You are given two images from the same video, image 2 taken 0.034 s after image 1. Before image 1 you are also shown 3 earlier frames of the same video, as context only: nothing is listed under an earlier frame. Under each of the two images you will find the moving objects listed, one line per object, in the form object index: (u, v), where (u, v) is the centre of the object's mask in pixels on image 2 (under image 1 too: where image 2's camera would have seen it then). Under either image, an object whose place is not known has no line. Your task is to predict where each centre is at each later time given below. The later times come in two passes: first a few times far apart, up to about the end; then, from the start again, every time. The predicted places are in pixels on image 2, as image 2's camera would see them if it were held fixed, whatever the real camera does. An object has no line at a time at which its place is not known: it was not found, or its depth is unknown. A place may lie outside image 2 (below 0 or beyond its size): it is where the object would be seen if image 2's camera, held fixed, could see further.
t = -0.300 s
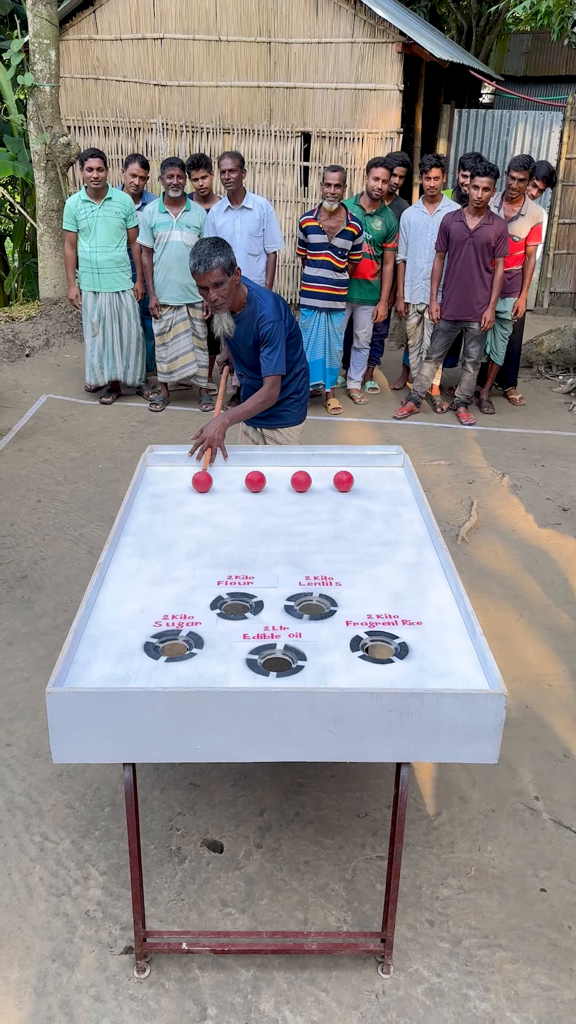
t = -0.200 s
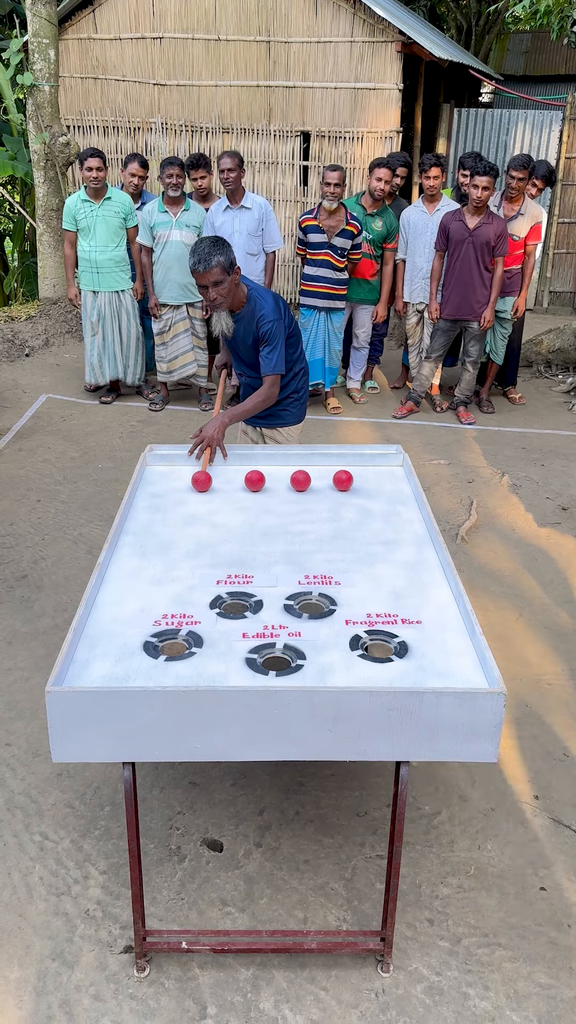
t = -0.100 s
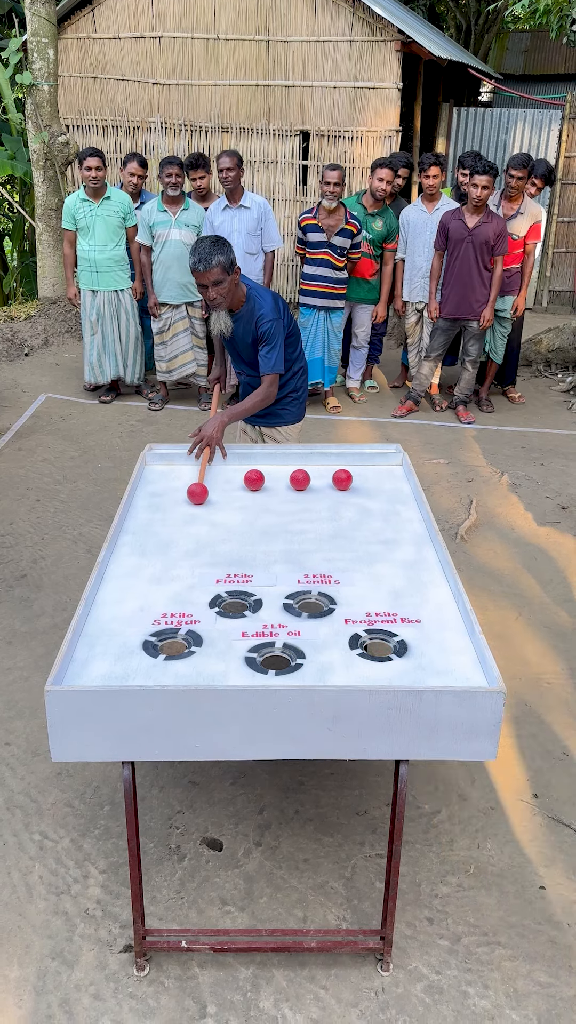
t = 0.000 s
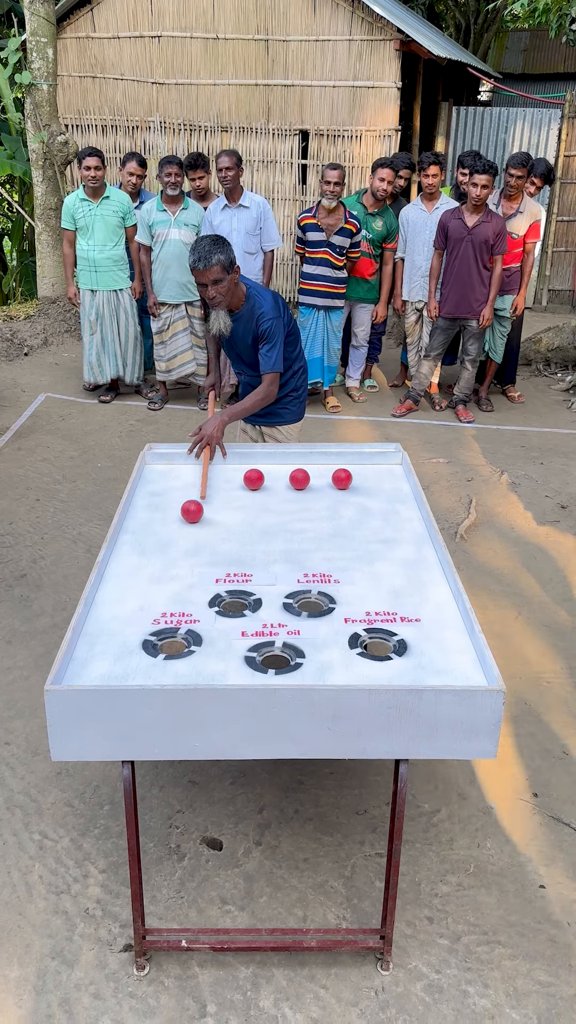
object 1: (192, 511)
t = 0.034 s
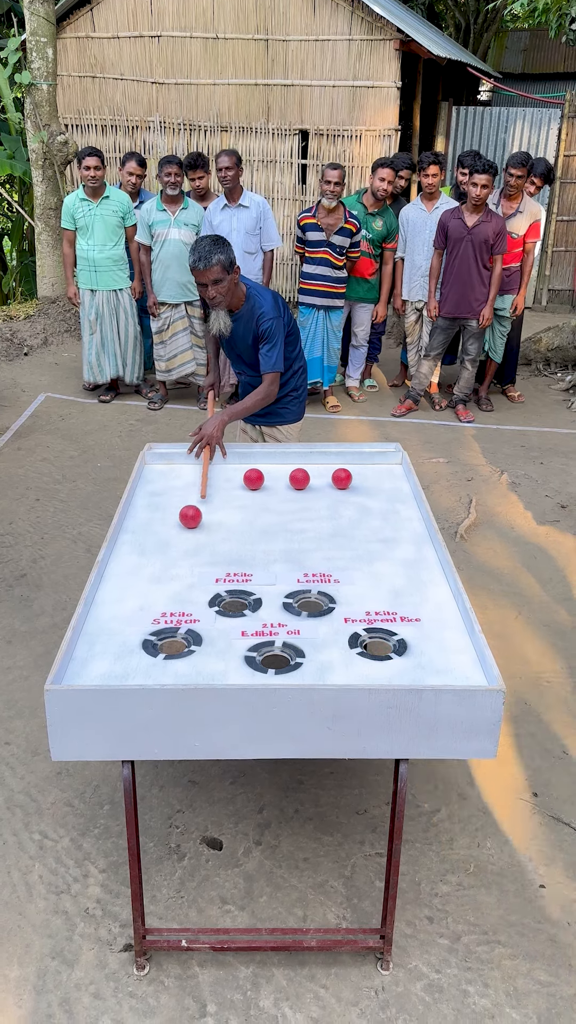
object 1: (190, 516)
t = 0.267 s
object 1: (177, 558)
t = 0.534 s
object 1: (157, 612)
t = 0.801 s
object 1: (129, 673)
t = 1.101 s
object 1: (118, 643)
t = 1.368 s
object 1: (108, 618)
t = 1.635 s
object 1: (105, 595)
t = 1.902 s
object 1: (115, 574)
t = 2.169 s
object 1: (124, 554)
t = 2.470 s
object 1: (133, 533)
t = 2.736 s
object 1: (139, 514)
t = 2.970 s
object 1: (141, 499)
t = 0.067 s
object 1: (189, 522)
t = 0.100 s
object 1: (187, 528)
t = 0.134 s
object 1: (185, 533)
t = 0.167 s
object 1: (183, 539)
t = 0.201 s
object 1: (182, 545)
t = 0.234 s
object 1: (179, 551)
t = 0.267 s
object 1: (177, 558)
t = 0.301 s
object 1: (175, 564)
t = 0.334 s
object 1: (173, 571)
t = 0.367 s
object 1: (171, 577)
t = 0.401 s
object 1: (168, 584)
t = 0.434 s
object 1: (166, 591)
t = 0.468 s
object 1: (163, 598)
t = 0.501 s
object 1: (160, 605)
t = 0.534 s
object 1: (157, 612)
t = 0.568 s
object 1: (154, 620)
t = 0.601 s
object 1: (151, 627)
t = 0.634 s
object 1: (148, 635)
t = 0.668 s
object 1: (144, 644)
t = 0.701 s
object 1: (141, 652)
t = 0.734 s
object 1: (137, 660)
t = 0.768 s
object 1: (133, 668)
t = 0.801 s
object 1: (129, 673)
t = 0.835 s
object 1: (127, 671)
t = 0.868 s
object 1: (127, 668)
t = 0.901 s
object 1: (126, 663)
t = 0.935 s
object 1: (125, 659)
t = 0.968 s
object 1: (123, 656)
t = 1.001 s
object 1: (122, 652)
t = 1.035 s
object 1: (121, 649)
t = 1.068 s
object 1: (120, 646)
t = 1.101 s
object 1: (118, 643)
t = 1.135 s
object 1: (117, 640)
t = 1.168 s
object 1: (116, 637)
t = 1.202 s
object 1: (114, 634)
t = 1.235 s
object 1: (113, 630)
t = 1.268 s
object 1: (112, 627)
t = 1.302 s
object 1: (111, 624)
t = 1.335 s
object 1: (110, 621)
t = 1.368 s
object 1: (108, 618)
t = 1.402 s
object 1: (107, 615)
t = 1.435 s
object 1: (106, 612)
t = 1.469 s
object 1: (105, 609)
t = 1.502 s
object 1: (104, 606)
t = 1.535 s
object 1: (103, 603)
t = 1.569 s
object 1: (103, 600)
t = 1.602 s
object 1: (103, 597)
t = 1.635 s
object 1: (105, 595)
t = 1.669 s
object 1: (106, 592)
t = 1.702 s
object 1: (107, 590)
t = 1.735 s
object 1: (109, 587)
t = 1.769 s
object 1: (110, 584)
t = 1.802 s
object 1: (111, 582)
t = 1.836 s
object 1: (113, 579)
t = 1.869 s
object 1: (114, 577)
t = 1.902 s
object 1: (115, 574)
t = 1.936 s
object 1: (116, 572)
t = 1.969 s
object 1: (117, 569)
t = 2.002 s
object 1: (118, 567)
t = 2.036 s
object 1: (119, 564)
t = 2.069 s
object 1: (121, 562)
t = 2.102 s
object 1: (122, 559)
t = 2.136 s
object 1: (123, 557)
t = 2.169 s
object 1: (124, 554)
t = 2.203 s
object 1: (125, 552)
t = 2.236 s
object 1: (126, 549)
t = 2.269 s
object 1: (127, 547)
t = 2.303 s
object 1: (128, 544)
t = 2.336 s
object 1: (129, 542)
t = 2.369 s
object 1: (130, 540)
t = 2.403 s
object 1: (131, 537)
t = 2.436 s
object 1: (132, 535)
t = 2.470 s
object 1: (133, 533)
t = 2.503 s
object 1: (134, 530)
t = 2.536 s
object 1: (135, 528)
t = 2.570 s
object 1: (136, 526)
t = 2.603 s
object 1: (137, 523)
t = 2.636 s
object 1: (137, 521)
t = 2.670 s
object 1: (138, 519)
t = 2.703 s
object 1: (138, 516)
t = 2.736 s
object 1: (139, 514)
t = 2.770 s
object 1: (139, 512)
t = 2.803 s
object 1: (140, 510)
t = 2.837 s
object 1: (140, 508)
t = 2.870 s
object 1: (140, 505)
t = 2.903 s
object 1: (141, 503)
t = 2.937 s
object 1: (141, 501)
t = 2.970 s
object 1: (141, 499)
